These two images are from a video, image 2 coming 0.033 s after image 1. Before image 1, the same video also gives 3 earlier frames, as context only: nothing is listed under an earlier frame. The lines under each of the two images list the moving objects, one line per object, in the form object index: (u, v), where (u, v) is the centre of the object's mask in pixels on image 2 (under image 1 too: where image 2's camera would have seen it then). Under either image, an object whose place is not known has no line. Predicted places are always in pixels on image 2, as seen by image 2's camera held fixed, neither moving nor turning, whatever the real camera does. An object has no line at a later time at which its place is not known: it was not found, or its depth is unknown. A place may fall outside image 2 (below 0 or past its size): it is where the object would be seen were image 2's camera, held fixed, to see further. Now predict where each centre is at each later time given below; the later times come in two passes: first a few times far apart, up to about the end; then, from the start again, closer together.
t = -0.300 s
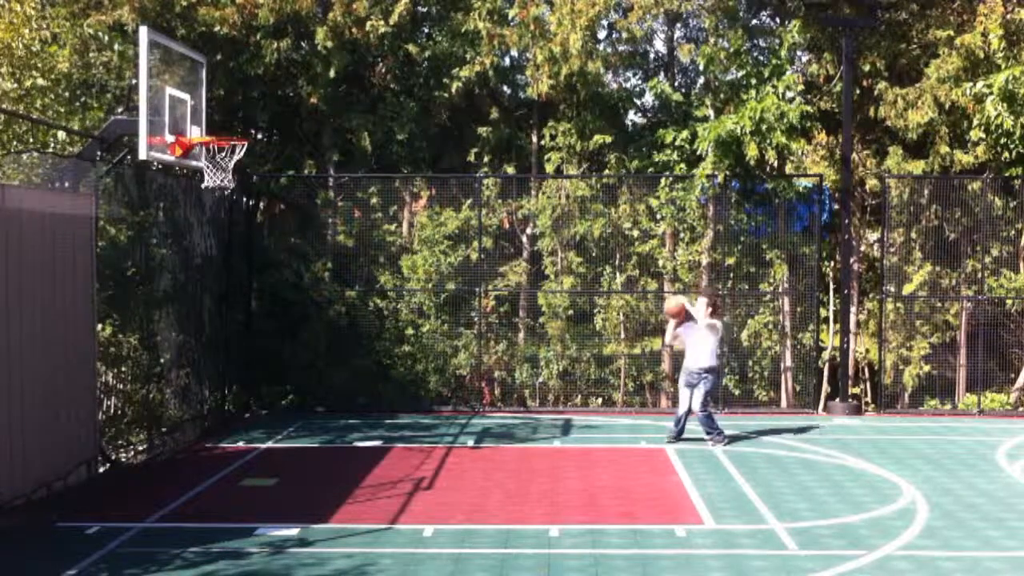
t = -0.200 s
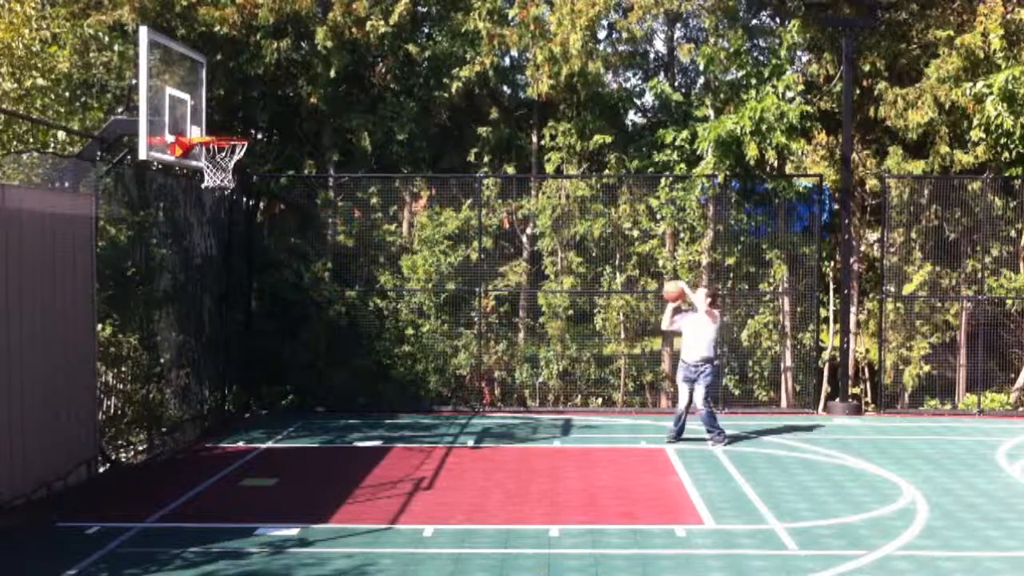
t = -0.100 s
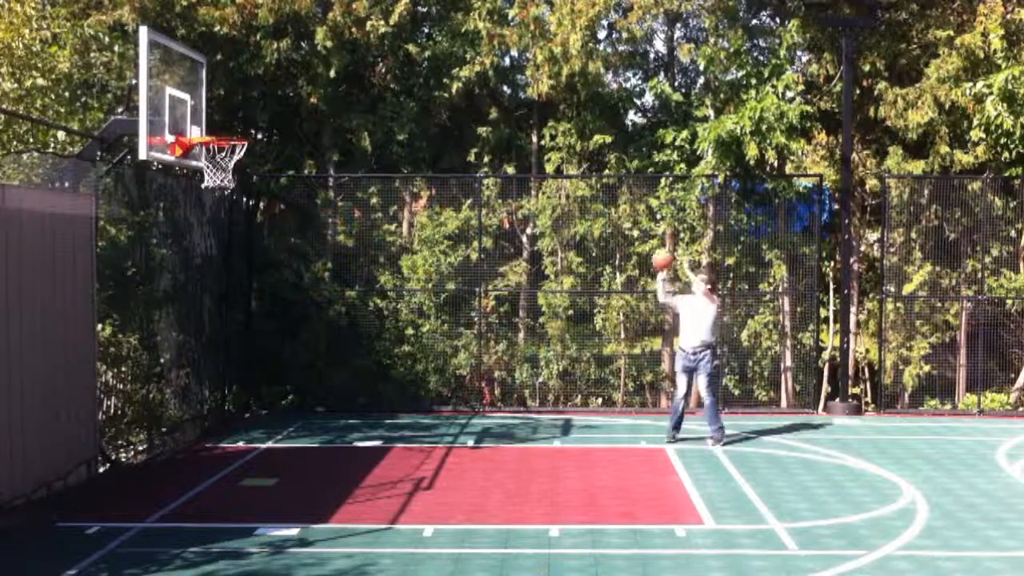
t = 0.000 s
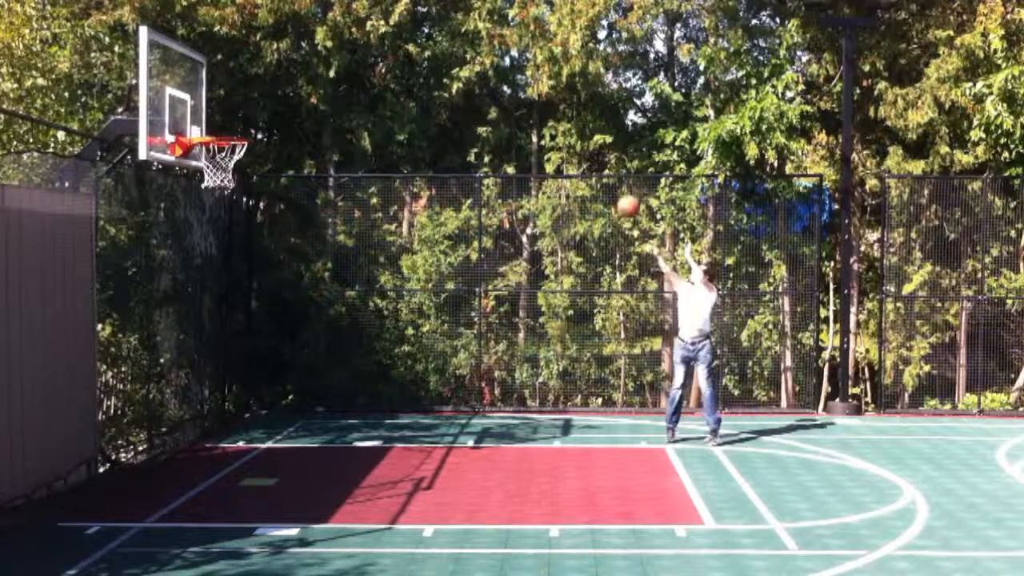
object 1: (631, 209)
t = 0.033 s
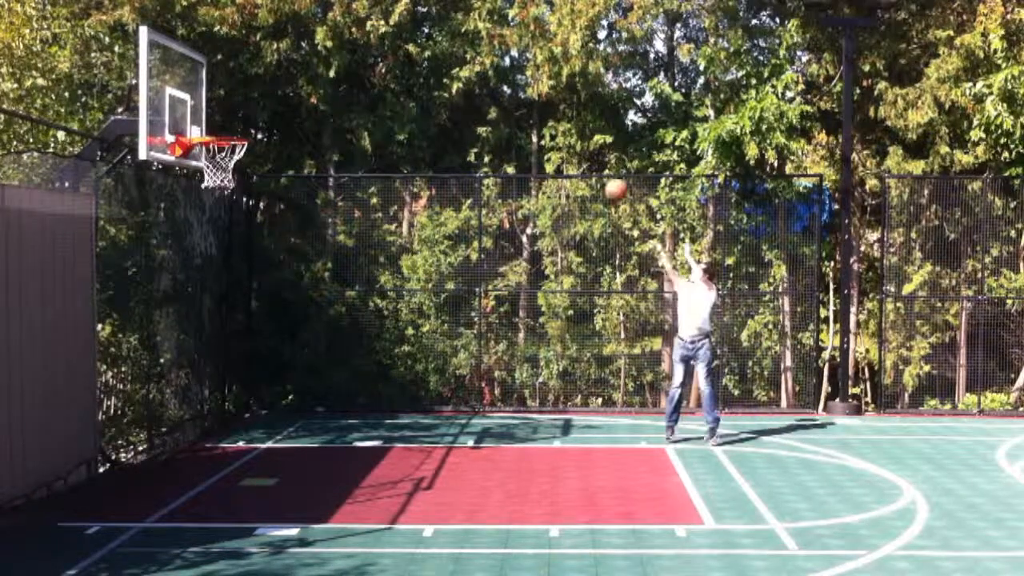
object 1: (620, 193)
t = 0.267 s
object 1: (530, 106)
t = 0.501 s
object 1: (434, 63)
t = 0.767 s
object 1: (310, 85)
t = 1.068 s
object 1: (198, 170)
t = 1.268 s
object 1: (195, 215)
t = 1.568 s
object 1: (198, 379)
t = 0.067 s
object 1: (605, 178)
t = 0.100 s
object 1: (596, 164)
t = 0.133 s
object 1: (579, 146)
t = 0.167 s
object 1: (568, 135)
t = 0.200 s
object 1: (557, 125)
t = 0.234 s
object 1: (544, 116)
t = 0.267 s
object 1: (530, 106)
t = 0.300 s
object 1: (518, 95)
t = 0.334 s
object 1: (504, 89)
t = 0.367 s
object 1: (490, 81)
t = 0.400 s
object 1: (480, 81)
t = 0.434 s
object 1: (462, 69)
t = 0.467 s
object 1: (452, 63)
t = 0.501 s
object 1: (434, 63)
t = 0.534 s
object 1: (415, 61)
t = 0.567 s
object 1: (402, 63)
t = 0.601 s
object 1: (389, 63)
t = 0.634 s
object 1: (375, 64)
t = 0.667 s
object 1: (361, 69)
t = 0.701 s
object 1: (341, 72)
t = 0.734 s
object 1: (326, 77)
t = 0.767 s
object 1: (310, 85)
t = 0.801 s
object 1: (293, 95)
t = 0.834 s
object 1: (273, 104)
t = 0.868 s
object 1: (260, 115)
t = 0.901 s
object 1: (240, 125)
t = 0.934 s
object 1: (226, 140)
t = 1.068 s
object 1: (198, 170)
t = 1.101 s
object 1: (196, 170)
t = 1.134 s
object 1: (197, 176)
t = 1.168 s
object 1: (196, 182)
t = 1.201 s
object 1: (199, 194)
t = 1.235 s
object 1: (197, 205)
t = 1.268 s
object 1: (195, 215)
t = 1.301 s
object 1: (195, 228)
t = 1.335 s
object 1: (197, 245)
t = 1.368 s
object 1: (194, 263)
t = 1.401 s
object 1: (199, 276)
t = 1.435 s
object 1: (199, 292)
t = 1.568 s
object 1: (198, 379)
